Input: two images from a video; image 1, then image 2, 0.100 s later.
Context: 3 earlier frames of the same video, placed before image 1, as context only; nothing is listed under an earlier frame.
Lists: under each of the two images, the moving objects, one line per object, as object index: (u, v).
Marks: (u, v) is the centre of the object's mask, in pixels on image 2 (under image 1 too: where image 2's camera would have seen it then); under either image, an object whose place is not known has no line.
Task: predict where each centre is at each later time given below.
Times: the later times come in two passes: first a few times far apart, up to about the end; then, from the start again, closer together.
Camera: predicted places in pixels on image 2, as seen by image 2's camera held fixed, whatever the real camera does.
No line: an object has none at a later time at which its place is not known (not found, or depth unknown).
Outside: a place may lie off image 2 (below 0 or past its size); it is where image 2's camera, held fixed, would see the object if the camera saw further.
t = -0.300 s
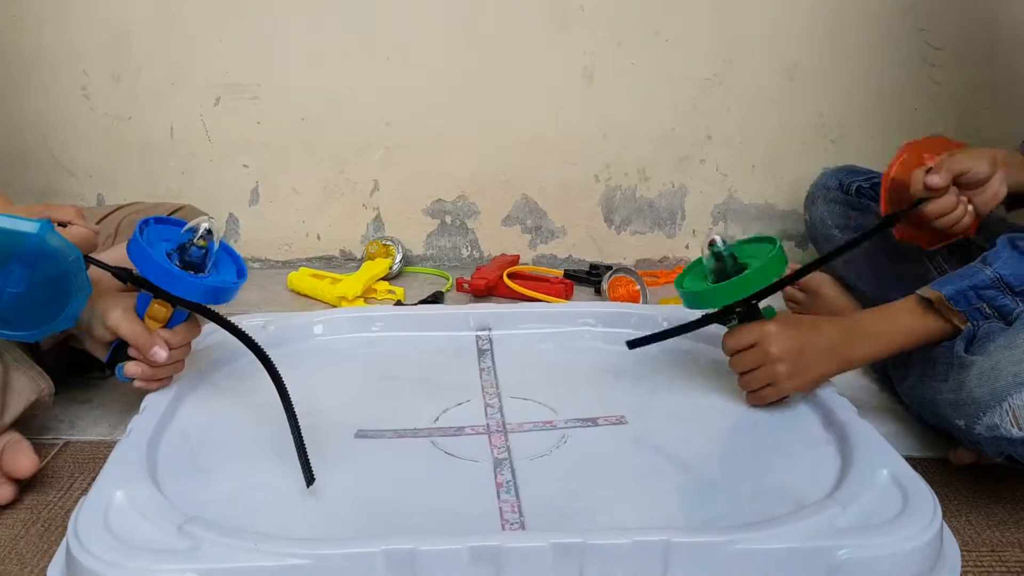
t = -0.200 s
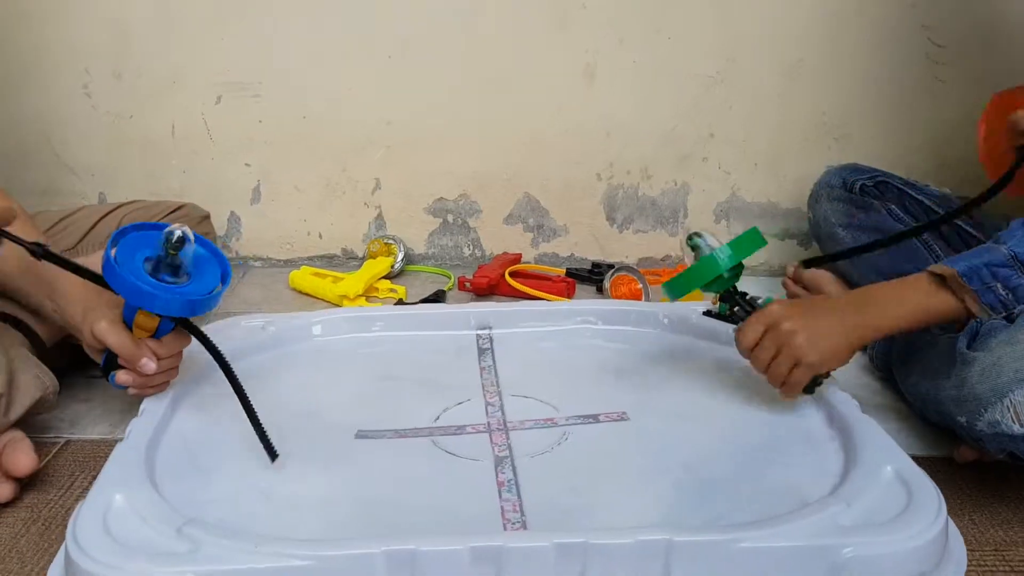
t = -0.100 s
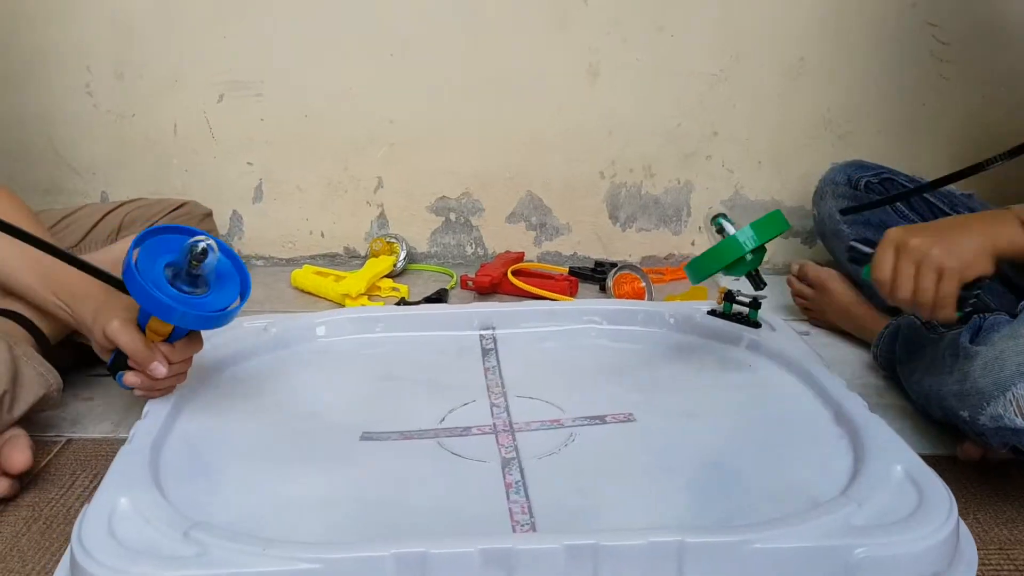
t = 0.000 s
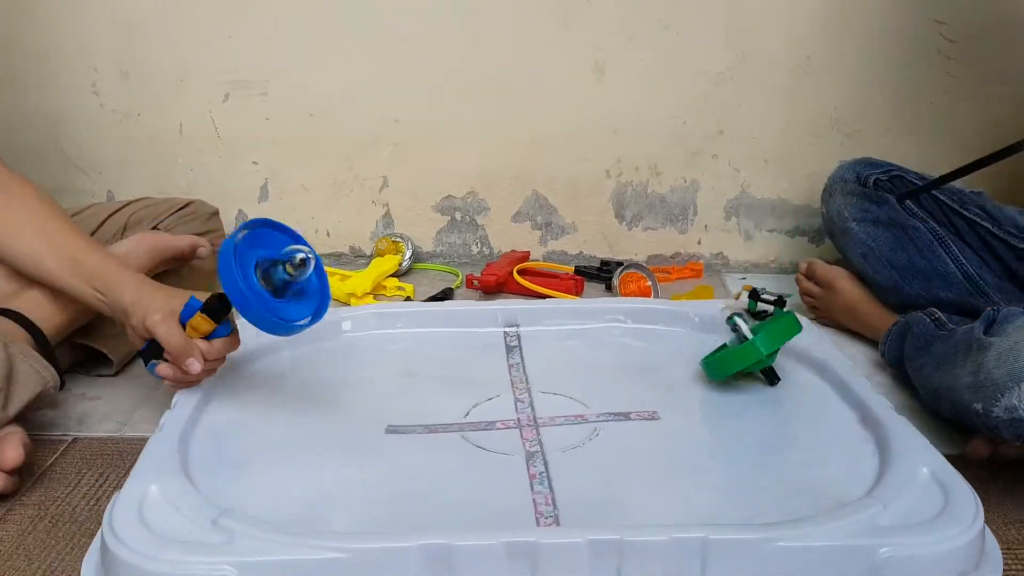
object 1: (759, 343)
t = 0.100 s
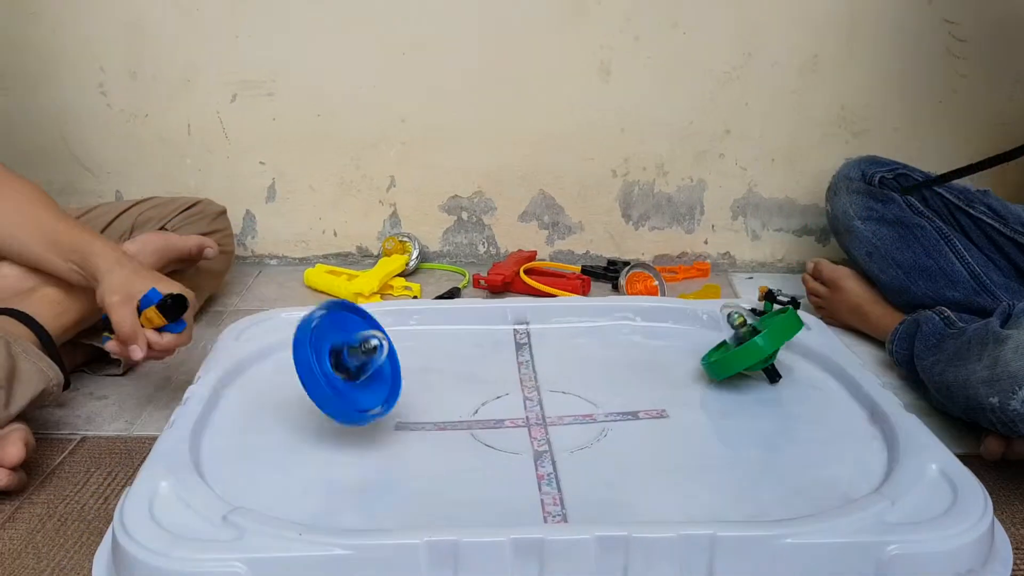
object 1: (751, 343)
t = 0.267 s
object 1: (713, 370)
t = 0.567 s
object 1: (619, 470)
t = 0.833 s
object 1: (461, 460)
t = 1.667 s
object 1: (245, 450)
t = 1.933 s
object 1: (375, 483)
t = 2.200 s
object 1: (379, 453)
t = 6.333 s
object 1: (583, 379)
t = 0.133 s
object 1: (747, 345)
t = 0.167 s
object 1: (739, 348)
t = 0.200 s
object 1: (732, 357)
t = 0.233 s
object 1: (723, 360)
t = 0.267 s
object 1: (713, 370)
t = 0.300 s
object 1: (700, 378)
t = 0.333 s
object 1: (686, 387)
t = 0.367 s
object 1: (669, 397)
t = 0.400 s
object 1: (651, 408)
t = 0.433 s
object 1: (651, 419)
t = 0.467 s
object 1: (650, 440)
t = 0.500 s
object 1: (644, 456)
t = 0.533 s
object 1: (633, 472)
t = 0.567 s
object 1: (619, 470)
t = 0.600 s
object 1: (601, 461)
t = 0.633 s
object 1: (582, 470)
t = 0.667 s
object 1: (564, 471)
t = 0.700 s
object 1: (545, 467)
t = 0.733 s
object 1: (525, 469)
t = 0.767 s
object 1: (504, 460)
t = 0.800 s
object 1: (484, 466)
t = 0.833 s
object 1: (461, 460)
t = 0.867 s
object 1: (438, 461)
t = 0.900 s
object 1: (413, 460)
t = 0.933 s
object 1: (386, 457)
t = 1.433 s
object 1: (242, 370)
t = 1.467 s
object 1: (224, 376)
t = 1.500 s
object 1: (212, 385)
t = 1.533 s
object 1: (220, 397)
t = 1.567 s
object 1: (228, 415)
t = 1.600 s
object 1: (234, 428)
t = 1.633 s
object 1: (240, 440)
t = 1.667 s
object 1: (245, 450)
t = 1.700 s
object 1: (268, 458)
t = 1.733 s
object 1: (287, 465)
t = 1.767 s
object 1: (307, 470)
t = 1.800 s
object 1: (323, 476)
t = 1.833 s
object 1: (338, 480)
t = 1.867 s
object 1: (351, 483)
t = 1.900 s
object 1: (364, 485)
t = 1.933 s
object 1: (375, 483)
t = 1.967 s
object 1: (382, 482)
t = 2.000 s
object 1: (385, 479)
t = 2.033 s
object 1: (383, 476)
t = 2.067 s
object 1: (380, 471)
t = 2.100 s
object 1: (378, 466)
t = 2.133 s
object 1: (376, 461)
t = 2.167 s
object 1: (377, 457)
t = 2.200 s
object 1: (379, 453)
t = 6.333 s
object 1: (583, 379)
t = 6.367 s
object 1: (582, 382)
